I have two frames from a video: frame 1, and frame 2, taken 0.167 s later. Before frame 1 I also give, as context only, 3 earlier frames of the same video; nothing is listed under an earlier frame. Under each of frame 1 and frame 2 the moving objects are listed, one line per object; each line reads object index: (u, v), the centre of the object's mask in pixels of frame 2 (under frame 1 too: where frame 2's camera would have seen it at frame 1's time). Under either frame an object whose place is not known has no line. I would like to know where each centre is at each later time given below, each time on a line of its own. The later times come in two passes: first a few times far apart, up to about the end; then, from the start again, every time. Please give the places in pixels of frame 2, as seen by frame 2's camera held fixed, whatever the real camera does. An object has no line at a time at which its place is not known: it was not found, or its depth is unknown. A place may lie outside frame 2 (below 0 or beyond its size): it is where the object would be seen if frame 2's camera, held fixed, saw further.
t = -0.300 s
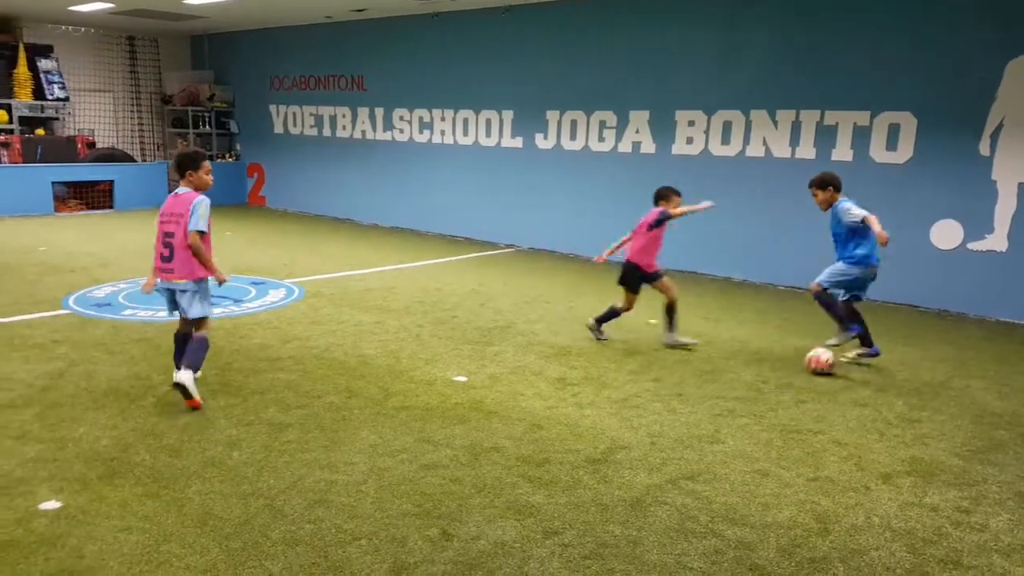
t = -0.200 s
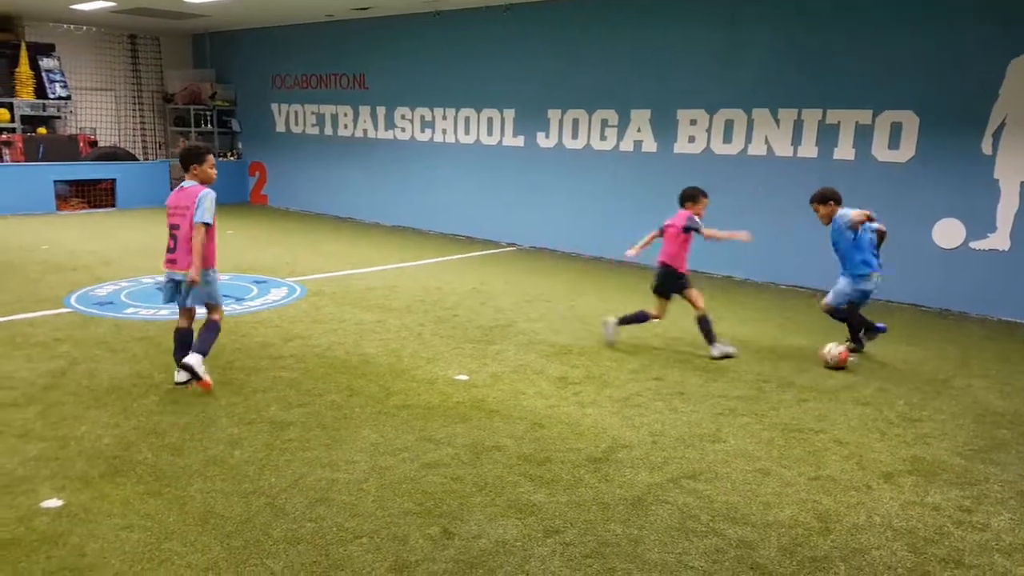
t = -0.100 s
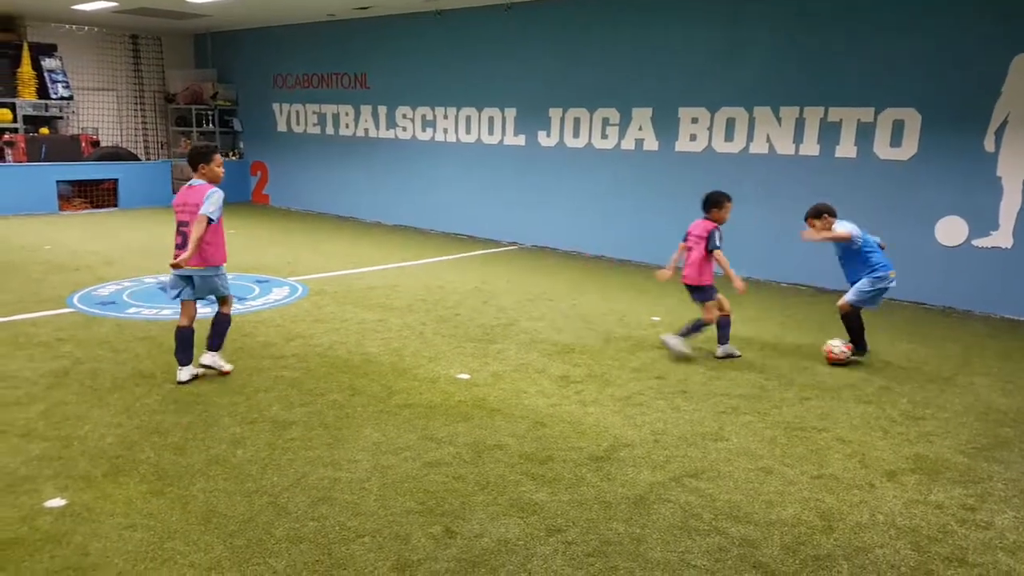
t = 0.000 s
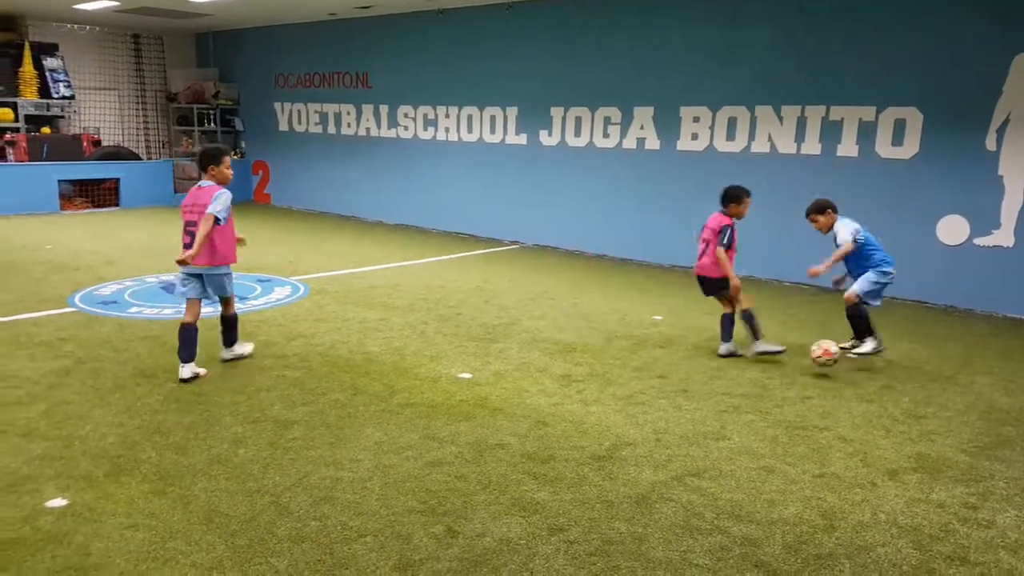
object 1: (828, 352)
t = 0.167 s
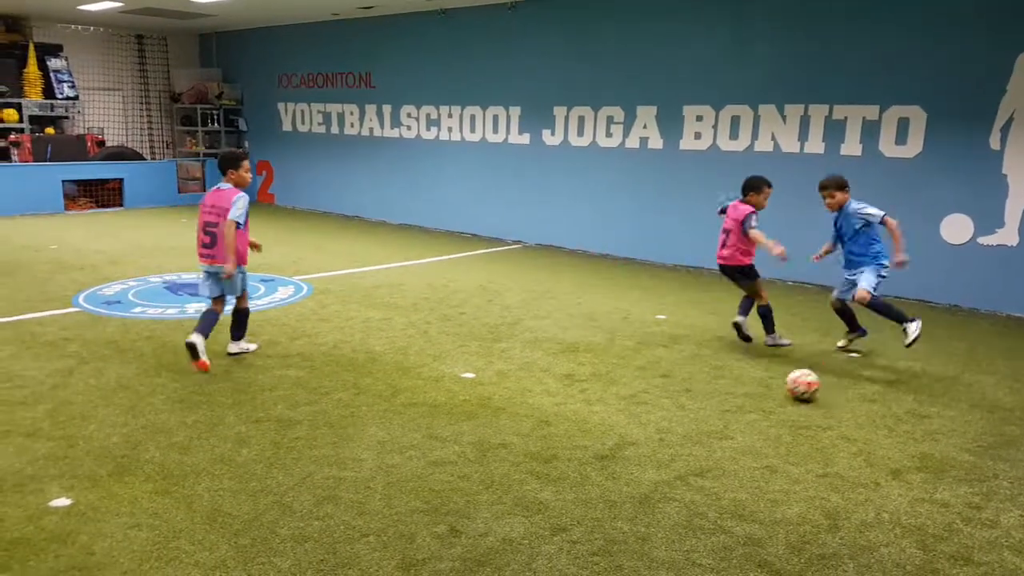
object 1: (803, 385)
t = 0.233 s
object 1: (795, 391)
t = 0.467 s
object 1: (760, 421)
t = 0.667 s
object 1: (728, 450)
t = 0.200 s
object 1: (799, 387)
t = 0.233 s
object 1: (795, 391)
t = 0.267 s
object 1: (788, 397)
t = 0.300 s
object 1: (783, 402)
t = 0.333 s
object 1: (779, 404)
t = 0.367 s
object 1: (774, 408)
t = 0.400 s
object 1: (769, 413)
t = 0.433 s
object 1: (764, 418)
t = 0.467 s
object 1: (760, 421)
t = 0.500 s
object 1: (755, 427)
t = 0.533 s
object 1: (751, 433)
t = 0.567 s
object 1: (745, 437)
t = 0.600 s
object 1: (739, 442)
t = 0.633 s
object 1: (733, 445)
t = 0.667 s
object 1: (728, 450)
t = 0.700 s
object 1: (721, 454)
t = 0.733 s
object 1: (714, 461)
